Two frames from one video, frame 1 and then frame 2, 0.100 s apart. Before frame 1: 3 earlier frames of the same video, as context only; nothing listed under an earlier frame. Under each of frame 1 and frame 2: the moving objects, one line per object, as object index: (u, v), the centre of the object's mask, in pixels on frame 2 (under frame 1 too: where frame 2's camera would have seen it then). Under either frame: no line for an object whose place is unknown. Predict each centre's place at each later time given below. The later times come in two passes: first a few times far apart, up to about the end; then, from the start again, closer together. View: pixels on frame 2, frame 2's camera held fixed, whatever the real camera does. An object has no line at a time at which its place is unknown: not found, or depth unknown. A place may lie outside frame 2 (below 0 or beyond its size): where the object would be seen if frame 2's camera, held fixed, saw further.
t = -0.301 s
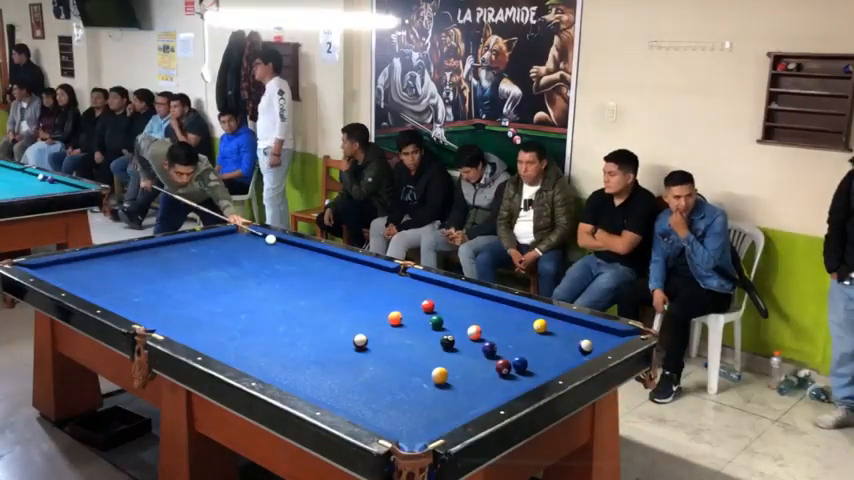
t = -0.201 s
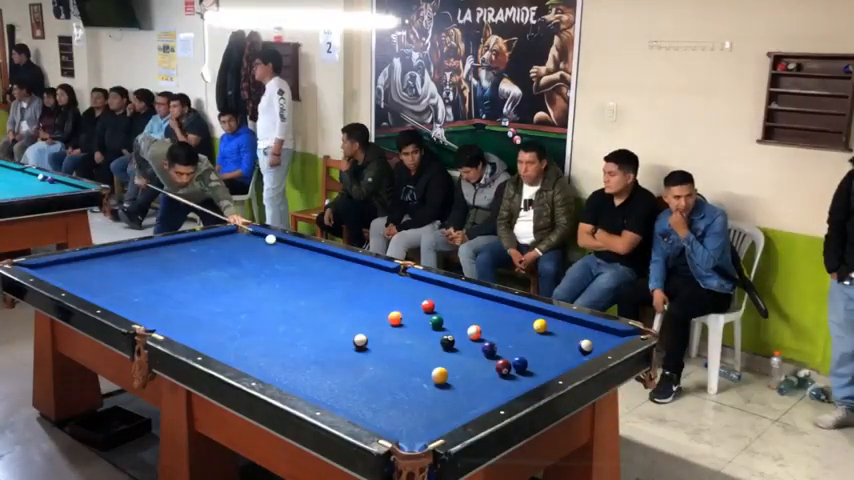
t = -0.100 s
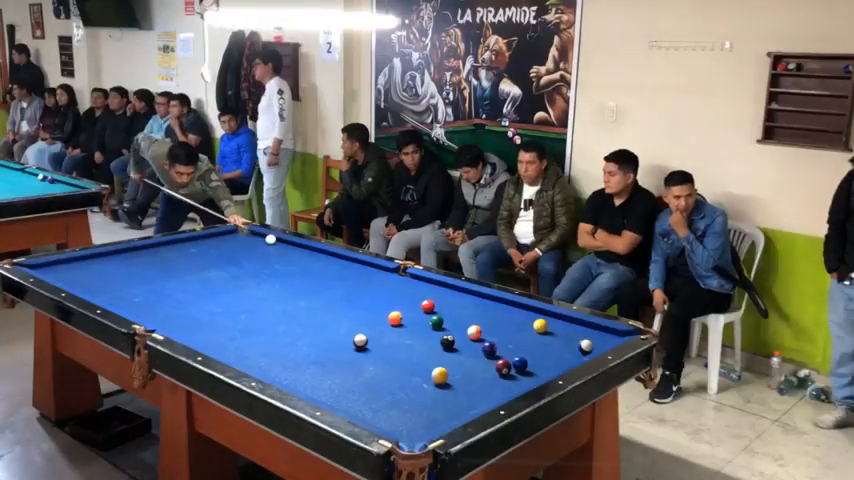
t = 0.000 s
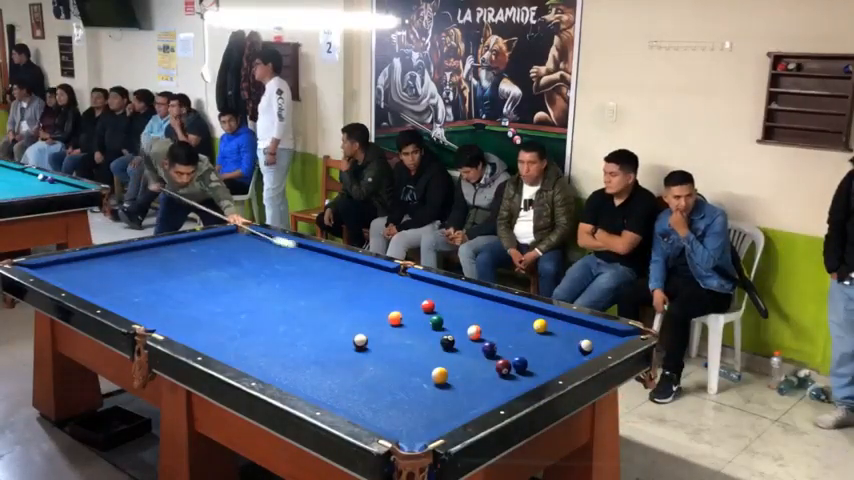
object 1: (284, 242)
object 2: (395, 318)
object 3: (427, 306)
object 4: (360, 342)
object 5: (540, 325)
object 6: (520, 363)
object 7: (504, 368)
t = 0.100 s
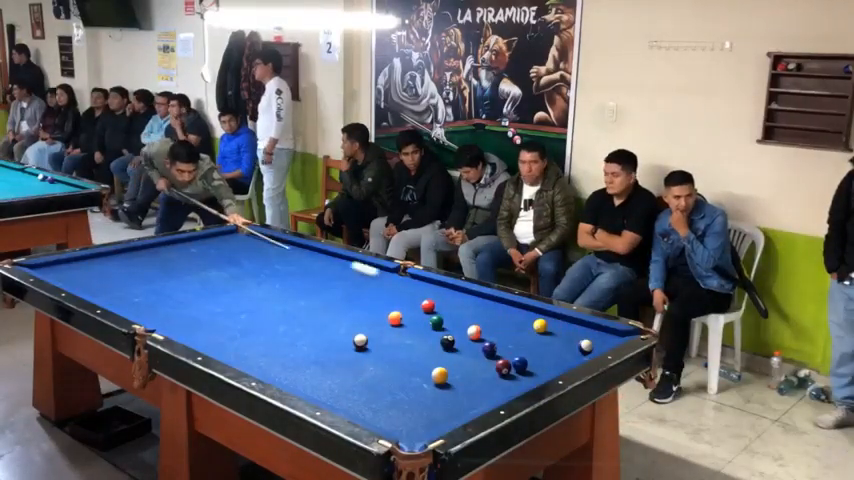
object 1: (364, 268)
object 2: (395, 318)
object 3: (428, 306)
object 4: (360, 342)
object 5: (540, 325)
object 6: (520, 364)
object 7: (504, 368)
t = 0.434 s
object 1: (496, 376)
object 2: (395, 318)
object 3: (428, 306)
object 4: (360, 342)
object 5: (581, 338)
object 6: (520, 364)
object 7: (494, 361)
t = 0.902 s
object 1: (368, 386)
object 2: (395, 318)
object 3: (428, 306)
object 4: (360, 342)
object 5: (445, 317)
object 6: (520, 364)
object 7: (451, 341)
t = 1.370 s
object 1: (381, 343)
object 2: (359, 312)
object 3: (415, 295)
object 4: (347, 334)
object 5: (418, 307)
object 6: (504, 361)
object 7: (438, 331)
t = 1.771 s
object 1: (415, 330)
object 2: (329, 306)
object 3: (402, 285)
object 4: (323, 317)
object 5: (402, 303)
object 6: (493, 359)
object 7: (429, 324)
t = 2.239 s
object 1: (440, 325)
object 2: (302, 298)
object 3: (389, 275)
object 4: (293, 305)
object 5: (386, 298)
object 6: (482, 358)
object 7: (425, 313)
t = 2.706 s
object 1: (457, 322)
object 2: (280, 288)
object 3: (377, 267)
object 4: (266, 298)
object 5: (374, 296)
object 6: (477, 357)
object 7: (423, 303)
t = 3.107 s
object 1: (469, 320)
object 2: (264, 281)
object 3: (360, 264)
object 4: (245, 293)
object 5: (366, 294)
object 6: (475, 357)
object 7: (421, 295)
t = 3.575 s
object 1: (480, 318)
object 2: (248, 274)
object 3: (344, 262)
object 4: (224, 287)
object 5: (358, 293)
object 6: (475, 357)
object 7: (419, 288)
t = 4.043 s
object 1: (489, 317)
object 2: (235, 268)
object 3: (332, 261)
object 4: (207, 283)
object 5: (353, 292)
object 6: (475, 357)
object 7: (419, 282)
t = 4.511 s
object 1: (492, 317)
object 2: (224, 263)
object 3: (322, 259)
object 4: (192, 279)
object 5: (351, 292)
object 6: (475, 357)
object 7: (417, 278)
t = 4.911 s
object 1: (492, 317)
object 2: (216, 259)
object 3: (317, 258)
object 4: (184, 276)
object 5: (351, 292)
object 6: (475, 357)
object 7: (410, 278)
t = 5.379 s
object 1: (492, 317)
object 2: (210, 256)
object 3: (315, 257)
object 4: (176, 275)
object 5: (351, 292)
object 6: (475, 357)
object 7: (406, 277)
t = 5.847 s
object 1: (492, 317)
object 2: (206, 254)
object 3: (315, 257)
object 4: (170, 273)
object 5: (351, 292)
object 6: (475, 357)
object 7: (405, 277)
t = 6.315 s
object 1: (492, 317)
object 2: (203, 252)
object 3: (315, 257)
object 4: (167, 272)
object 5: (351, 292)
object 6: (475, 357)
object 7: (405, 277)
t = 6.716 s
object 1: (492, 317)
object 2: (202, 251)
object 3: (315, 257)
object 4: (166, 272)
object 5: (351, 292)
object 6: (475, 357)
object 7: (405, 277)
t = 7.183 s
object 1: (493, 317)
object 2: (202, 251)
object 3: (315, 257)
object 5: (351, 292)
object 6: (475, 357)
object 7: (405, 277)
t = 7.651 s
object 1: (493, 317)
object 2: (202, 251)
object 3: (315, 257)
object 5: (351, 292)
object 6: (475, 357)
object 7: (405, 277)
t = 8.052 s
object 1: (492, 317)
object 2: (202, 251)
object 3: (315, 257)
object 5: (351, 292)
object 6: (475, 357)
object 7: (405, 277)
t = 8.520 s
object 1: (493, 317)
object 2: (202, 251)
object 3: (315, 257)
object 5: (351, 292)
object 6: (475, 356)
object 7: (405, 277)
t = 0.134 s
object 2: (395, 318)
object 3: (428, 306)
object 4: (360, 342)
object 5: (540, 325)
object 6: (520, 364)
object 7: (504, 368)
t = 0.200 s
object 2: (395, 318)
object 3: (428, 306)
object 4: (360, 342)
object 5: (540, 325)
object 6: (520, 364)
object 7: (504, 368)
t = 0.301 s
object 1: (533, 343)
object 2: (395, 318)
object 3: (428, 306)
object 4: (360, 342)
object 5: (586, 326)
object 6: (520, 364)
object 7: (504, 368)
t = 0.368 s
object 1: (537, 370)
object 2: (395, 318)
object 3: (428, 306)
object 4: (360, 342)
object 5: (609, 336)
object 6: (519, 364)
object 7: (504, 368)
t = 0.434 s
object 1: (496, 376)
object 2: (395, 318)
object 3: (428, 306)
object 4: (360, 342)
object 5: (581, 338)
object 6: (520, 364)
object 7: (494, 361)
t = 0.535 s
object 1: (450, 390)
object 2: (395, 318)
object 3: (428, 306)
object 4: (360, 342)
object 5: (545, 335)
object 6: (520, 364)
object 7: (470, 352)
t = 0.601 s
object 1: (420, 399)
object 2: (395, 318)
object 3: (428, 306)
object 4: (360, 342)
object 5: (521, 331)
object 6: (520, 364)
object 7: (459, 347)
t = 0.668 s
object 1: (389, 408)
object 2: (395, 318)
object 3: (428, 306)
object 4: (360, 342)
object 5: (498, 328)
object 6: (520, 364)
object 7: (458, 346)
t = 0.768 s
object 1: (364, 408)
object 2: (395, 318)
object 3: (428, 306)
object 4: (360, 342)
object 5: (465, 322)
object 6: (520, 364)
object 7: (455, 344)
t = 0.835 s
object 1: (367, 396)
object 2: (395, 318)
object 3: (428, 306)
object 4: (360, 342)
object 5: (449, 320)
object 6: (520, 364)
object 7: (453, 342)
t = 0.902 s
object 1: (368, 386)
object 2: (395, 318)
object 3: (428, 306)
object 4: (360, 342)
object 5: (445, 317)
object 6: (520, 364)
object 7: (451, 341)
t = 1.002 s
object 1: (367, 373)
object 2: (389, 315)
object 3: (427, 305)
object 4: (360, 342)
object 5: (436, 312)
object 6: (517, 363)
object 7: (448, 338)
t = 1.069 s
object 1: (367, 365)
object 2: (383, 315)
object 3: (425, 303)
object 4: (360, 342)
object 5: (432, 310)
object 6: (514, 362)
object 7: (446, 337)
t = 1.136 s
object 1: (367, 357)
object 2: (378, 315)
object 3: (423, 301)
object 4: (360, 341)
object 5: (429, 310)
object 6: (512, 362)
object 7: (444, 335)
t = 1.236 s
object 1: (367, 346)
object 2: (369, 314)
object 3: (419, 298)
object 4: (357, 340)
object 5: (424, 308)
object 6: (509, 362)
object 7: (442, 333)
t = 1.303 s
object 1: (375, 344)
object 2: (364, 313)
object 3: (417, 297)
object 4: (352, 337)
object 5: (421, 308)
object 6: (506, 361)
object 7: (440, 333)
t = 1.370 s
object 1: (381, 343)
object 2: (359, 312)
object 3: (415, 295)
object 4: (347, 334)
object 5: (418, 307)
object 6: (504, 361)
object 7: (438, 331)
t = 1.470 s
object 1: (390, 339)
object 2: (351, 311)
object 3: (412, 293)
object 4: (342, 329)
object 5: (414, 306)
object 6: (501, 360)
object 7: (436, 329)
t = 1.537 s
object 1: (396, 337)
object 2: (346, 310)
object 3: (409, 292)
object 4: (337, 327)
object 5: (411, 305)
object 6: (499, 360)
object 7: (434, 328)
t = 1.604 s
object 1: (402, 335)
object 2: (341, 309)
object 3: (407, 290)
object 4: (332, 324)
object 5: (408, 304)
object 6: (497, 360)
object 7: (433, 327)
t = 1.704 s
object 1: (409, 332)
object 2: (334, 308)
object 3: (404, 287)
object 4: (326, 320)
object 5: (405, 303)
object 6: (494, 359)
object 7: (430, 326)
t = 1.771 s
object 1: (415, 330)
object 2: (329, 306)
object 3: (402, 285)
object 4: (323, 317)
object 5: (402, 303)
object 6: (493, 359)
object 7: (429, 324)
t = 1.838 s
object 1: (420, 328)
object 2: (325, 305)
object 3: (400, 284)
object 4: (318, 314)
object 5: (400, 302)
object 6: (490, 359)
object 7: (429, 322)
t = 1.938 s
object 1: (425, 327)
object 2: (319, 303)
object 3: (397, 281)
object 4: (312, 311)
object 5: (396, 301)
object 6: (488, 359)
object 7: (428, 317)
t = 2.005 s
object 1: (429, 326)
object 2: (314, 302)
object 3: (395, 280)
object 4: (308, 310)
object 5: (394, 300)
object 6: (487, 358)
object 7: (426, 316)
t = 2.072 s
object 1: (432, 325)
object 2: (311, 301)
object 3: (393, 279)
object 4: (304, 308)
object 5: (392, 299)
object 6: (485, 358)
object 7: (425, 316)
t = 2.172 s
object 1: (437, 325)
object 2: (305, 298)
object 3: (391, 277)
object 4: (298, 306)
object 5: (388, 299)
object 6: (484, 358)
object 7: (425, 315)
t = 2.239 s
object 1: (440, 325)
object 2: (302, 298)
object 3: (389, 275)
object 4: (293, 305)
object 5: (386, 298)
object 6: (482, 358)
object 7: (425, 313)
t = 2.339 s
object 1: (444, 324)
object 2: (297, 295)
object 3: (387, 273)
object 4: (287, 303)
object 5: (383, 298)
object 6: (481, 357)
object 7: (424, 311)
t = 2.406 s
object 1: (447, 324)
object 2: (293, 294)
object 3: (385, 272)
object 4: (283, 302)
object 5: (382, 298)
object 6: (480, 357)
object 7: (424, 310)
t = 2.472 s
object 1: (449, 323)
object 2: (290, 293)
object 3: (383, 271)
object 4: (278, 301)
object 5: (380, 297)
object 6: (479, 357)
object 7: (424, 308)
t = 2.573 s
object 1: (453, 323)
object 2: (285, 291)
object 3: (381, 269)
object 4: (273, 300)
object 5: (377, 297)
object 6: (478, 357)
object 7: (424, 305)
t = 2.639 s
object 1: (455, 323)
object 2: (283, 289)
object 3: (379, 268)
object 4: (269, 299)
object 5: (376, 297)
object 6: (477, 357)
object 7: (423, 304)
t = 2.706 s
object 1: (457, 322)
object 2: (280, 288)
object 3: (377, 267)
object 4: (266, 298)
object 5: (374, 296)
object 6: (477, 357)
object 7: (423, 303)
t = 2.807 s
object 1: (461, 322)
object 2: (276, 286)
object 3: (373, 266)
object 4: (260, 297)
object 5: (372, 296)
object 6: (476, 357)
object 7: (422, 301)
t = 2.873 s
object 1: (463, 321)
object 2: (273, 285)
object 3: (370, 266)
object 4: (257, 295)
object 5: (370, 296)
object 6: (475, 357)
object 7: (422, 299)
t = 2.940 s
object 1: (465, 321)
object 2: (270, 284)
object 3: (367, 265)
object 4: (253, 294)
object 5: (369, 295)
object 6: (475, 357)
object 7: (421, 298)
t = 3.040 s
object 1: (467, 320)
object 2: (267, 282)
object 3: (363, 265)
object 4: (248, 293)
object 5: (367, 295)
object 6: (475, 357)
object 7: (421, 296)
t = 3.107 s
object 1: (469, 320)
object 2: (264, 281)
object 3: (360, 264)
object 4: (245, 293)
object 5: (366, 294)
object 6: (475, 357)
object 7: (421, 295)
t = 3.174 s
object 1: (471, 319)
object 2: (262, 280)
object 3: (358, 264)
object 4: (242, 292)
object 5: (364, 294)
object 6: (475, 357)
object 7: (421, 294)
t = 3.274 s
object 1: (474, 319)
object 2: (259, 278)
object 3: (354, 264)
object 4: (237, 290)
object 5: (363, 294)
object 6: (475, 357)
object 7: (420, 292)
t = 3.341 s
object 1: (475, 319)
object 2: (256, 277)
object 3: (352, 263)
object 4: (234, 290)
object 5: (361, 294)
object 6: (475, 357)
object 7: (420, 292)
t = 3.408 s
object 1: (477, 318)
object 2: (254, 276)
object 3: (350, 263)
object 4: (231, 289)
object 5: (360, 293)
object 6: (475, 357)
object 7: (420, 290)
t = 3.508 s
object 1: (480, 318)
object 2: (250, 275)
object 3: (346, 263)
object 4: (228, 288)
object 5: (359, 293)
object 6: (475, 357)
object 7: (420, 289)
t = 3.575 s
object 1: (480, 318)
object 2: (248, 274)
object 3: (344, 262)
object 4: (224, 287)
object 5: (358, 293)
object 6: (475, 357)
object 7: (419, 288)
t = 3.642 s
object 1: (482, 318)
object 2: (247, 273)
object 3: (342, 262)
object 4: (222, 287)
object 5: (357, 293)
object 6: (475, 357)
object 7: (419, 287)
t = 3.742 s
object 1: (484, 318)
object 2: (243, 271)
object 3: (340, 262)
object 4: (218, 286)
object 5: (356, 292)
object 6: (475, 357)
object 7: (419, 286)
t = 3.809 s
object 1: (485, 318)
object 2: (242, 270)
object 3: (338, 261)
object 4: (215, 286)
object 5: (355, 292)
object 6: (475, 357)
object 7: (419, 285)
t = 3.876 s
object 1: (486, 318)
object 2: (240, 270)
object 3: (336, 261)
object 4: (213, 284)
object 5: (354, 292)
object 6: (475, 357)
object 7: (419, 284)
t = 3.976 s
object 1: (488, 317)
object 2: (237, 268)
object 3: (333, 261)
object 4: (209, 283)
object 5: (353, 292)
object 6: (475, 357)
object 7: (418, 283)
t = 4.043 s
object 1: (489, 317)
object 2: (235, 268)
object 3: (332, 261)
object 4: (207, 283)
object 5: (353, 292)
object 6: (475, 357)
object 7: (419, 282)
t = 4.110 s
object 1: (489, 317)
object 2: (233, 267)
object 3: (331, 260)
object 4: (204, 282)
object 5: (353, 292)
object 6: (475, 357)
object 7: (418, 282)
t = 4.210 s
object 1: (490, 317)
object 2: (231, 266)
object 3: (328, 260)
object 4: (202, 282)
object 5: (352, 292)
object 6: (475, 357)
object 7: (418, 281)
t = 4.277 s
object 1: (491, 317)
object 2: (229, 265)
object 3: (326, 260)
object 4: (200, 281)
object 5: (351, 292)
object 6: (475, 357)
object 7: (418, 280)
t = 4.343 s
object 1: (491, 317)
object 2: (227, 264)
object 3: (326, 259)
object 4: (198, 280)
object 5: (351, 292)
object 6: (475, 357)
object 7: (418, 279)
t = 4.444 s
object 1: (492, 317)
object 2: (225, 263)
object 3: (324, 259)
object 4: (194, 279)
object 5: (351, 292)
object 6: (475, 357)
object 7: (418, 278)
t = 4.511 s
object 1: (492, 317)
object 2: (224, 263)
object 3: (322, 259)
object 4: (192, 279)
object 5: (351, 292)
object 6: (475, 357)
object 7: (417, 278)
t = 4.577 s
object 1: (492, 317)
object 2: (222, 262)
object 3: (322, 259)
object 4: (191, 278)
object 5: (351, 292)
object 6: (475, 357)
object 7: (415, 278)
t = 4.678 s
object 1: (492, 317)
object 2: (220, 261)
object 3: (320, 258)
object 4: (189, 278)
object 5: (351, 292)
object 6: (475, 357)
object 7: (414, 278)
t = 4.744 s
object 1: (492, 317)
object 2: (219, 261)
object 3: (319, 258)
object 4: (187, 278)
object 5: (351, 292)
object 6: (475, 357)
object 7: (413, 278)
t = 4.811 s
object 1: (492, 317)
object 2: (218, 260)
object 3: (318, 258)
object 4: (186, 277)
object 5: (351, 292)
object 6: (475, 357)
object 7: (412, 278)
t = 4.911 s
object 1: (492, 317)
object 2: (216, 259)
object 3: (317, 258)
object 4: (184, 276)
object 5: (351, 292)
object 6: (475, 357)
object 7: (410, 278)
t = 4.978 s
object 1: (492, 317)
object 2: (215, 259)
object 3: (317, 258)
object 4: (182, 276)
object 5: (351, 292)
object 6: (475, 357)
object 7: (409, 277)
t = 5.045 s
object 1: (492, 317)
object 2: (214, 258)
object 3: (316, 257)
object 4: (181, 276)
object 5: (351, 292)
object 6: (475, 357)
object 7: (409, 277)
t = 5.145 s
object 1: (492, 317)
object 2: (213, 258)
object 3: (316, 257)
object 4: (179, 275)
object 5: (351, 292)
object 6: (475, 357)
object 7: (408, 277)
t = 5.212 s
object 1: (492, 317)
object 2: (212, 257)
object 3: (315, 257)
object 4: (178, 275)
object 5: (351, 292)
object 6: (475, 357)
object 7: (407, 277)
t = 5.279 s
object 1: (492, 317)
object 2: (211, 256)
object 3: (315, 257)
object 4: (178, 275)
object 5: (351, 292)
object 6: (475, 357)
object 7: (407, 277)
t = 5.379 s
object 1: (492, 317)
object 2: (210, 256)
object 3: (315, 257)
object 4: (176, 275)
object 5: (351, 292)
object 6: (475, 357)
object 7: (406, 277)
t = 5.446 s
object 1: (492, 317)
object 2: (209, 256)
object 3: (315, 257)
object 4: (175, 274)
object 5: (351, 292)
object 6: (475, 357)
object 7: (406, 277)
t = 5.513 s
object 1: (492, 317)
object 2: (209, 255)
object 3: (314, 257)
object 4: (175, 274)
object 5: (351, 292)
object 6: (475, 357)
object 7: (405, 277)
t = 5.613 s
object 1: (492, 317)
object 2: (208, 254)
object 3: (314, 257)
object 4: (173, 273)
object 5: (351, 292)
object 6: (475, 357)
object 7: (405, 277)
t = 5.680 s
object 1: (492, 317)
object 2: (207, 254)
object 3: (314, 257)
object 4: (173, 273)
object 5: (351, 292)
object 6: (475, 357)
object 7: (405, 277)
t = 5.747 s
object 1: (492, 317)
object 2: (206, 254)
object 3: (315, 257)
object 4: (171, 273)
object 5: (351, 292)
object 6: (475, 357)
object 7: (405, 277)
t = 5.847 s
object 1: (492, 317)
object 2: (206, 254)
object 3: (315, 257)
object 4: (170, 273)
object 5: (351, 292)
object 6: (475, 357)
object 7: (405, 277)
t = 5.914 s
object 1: (492, 317)
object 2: (205, 253)
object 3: (315, 257)
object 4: (169, 273)
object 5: (351, 292)
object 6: (475, 357)
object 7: (405, 277)
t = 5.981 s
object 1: (492, 317)
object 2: (205, 253)
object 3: (315, 257)
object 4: (169, 273)
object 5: (351, 292)
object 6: (475, 357)
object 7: (405, 277)
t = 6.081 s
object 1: (492, 317)
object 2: (204, 253)
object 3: (315, 257)
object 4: (168, 273)
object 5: (351, 292)
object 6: (475, 357)
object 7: (405, 277)
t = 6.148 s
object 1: (492, 317)
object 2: (203, 252)
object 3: (315, 257)
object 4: (168, 272)
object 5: (351, 292)
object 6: (475, 357)
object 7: (405, 277)
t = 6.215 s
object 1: (492, 317)
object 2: (203, 252)
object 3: (315, 257)
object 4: (168, 272)
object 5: (351, 292)
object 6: (475, 357)
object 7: (405, 277)
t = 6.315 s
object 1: (492, 317)
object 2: (203, 252)
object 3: (315, 257)
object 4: (167, 272)
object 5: (351, 292)
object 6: (475, 357)
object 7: (405, 277)
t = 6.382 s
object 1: (492, 317)
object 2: (202, 252)
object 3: (315, 257)
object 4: (167, 272)
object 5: (351, 292)
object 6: (475, 357)
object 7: (405, 277)
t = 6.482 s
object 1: (492, 317)
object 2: (202, 251)
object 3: (315, 257)
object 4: (167, 272)
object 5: (351, 292)
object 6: (475, 357)
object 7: (405, 277)
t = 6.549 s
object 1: (493, 317)
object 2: (202, 251)
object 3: (315, 257)
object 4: (167, 272)
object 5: (351, 292)
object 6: (475, 357)
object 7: (405, 277)
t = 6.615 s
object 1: (493, 317)
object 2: (202, 251)
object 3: (315, 257)
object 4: (167, 272)
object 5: (351, 292)
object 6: (475, 357)
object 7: (405, 277)
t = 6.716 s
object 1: (492, 317)
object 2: (202, 251)
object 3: (315, 257)
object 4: (166, 272)
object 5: (351, 292)
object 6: (475, 357)
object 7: (405, 277)
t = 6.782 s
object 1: (493, 317)
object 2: (202, 251)
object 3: (315, 257)
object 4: (166, 272)
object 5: (351, 292)
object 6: (475, 357)
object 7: (405, 277)
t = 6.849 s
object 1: (493, 317)
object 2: (202, 251)
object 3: (315, 257)
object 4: (166, 272)
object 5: (351, 292)
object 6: (475, 357)
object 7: (405, 277)
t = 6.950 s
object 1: (493, 317)
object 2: (202, 251)
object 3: (315, 257)
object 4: (166, 272)
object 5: (351, 292)
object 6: (475, 357)
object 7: (405, 277)
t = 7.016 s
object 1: (493, 317)
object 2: (202, 251)
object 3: (315, 257)
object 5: (351, 292)
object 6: (475, 357)
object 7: (405, 277)
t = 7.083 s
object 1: (493, 317)
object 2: (202, 251)
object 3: (315, 256)
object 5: (351, 292)
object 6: (475, 357)
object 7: (405, 277)
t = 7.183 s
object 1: (493, 317)
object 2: (202, 251)
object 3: (315, 257)
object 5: (351, 292)
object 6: (475, 357)
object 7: (405, 277)
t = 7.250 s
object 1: (493, 317)
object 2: (202, 251)
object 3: (315, 256)
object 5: (351, 292)
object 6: (475, 357)
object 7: (405, 277)
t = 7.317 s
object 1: (492, 317)
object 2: (202, 251)
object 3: (315, 256)
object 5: (351, 292)
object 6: (475, 357)
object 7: (405, 277)
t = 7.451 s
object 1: (492, 317)
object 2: (202, 251)
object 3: (315, 257)
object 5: (351, 292)
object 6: (475, 357)
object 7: (405, 277)
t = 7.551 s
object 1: (492, 317)
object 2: (202, 251)
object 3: (315, 257)
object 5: (351, 292)
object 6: (475, 357)
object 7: (405, 277)
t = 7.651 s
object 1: (493, 317)
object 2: (202, 251)
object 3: (315, 257)
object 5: (351, 292)
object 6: (475, 357)
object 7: (405, 277)
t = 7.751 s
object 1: (493, 317)
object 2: (202, 251)
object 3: (315, 257)
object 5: (351, 292)
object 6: (475, 356)
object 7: (405, 277)
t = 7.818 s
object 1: (493, 317)
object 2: (202, 251)
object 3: (315, 257)
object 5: (351, 292)
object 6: (475, 357)
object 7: (405, 277)
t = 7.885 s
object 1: (492, 317)
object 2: (202, 251)
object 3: (315, 257)
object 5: (351, 292)
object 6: (475, 357)
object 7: (405, 277)
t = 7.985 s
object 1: (492, 317)
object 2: (202, 251)
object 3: (315, 257)
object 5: (351, 292)
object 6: (475, 357)
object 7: (405, 277)
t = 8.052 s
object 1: (492, 317)
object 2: (202, 251)
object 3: (315, 257)
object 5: (351, 292)
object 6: (475, 357)
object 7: (405, 277)
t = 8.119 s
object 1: (493, 317)
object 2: (202, 251)
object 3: (315, 257)
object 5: (351, 292)
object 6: (475, 357)
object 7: (405, 277)
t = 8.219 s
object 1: (493, 317)
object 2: (202, 251)
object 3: (315, 257)
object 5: (351, 292)
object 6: (475, 357)
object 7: (405, 277)
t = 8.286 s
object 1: (493, 317)
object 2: (202, 251)
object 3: (315, 257)
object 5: (351, 292)
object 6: (475, 357)
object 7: (405, 277)
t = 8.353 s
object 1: (493, 317)
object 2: (202, 251)
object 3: (315, 257)
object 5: (351, 292)
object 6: (475, 357)
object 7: (405, 277)
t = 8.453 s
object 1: (493, 317)
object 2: (202, 251)
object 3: (315, 257)
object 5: (351, 292)
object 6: (475, 356)
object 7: (405, 277)
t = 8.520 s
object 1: (493, 317)
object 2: (202, 251)
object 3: (315, 257)
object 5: (351, 292)
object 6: (475, 356)
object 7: (405, 277)
